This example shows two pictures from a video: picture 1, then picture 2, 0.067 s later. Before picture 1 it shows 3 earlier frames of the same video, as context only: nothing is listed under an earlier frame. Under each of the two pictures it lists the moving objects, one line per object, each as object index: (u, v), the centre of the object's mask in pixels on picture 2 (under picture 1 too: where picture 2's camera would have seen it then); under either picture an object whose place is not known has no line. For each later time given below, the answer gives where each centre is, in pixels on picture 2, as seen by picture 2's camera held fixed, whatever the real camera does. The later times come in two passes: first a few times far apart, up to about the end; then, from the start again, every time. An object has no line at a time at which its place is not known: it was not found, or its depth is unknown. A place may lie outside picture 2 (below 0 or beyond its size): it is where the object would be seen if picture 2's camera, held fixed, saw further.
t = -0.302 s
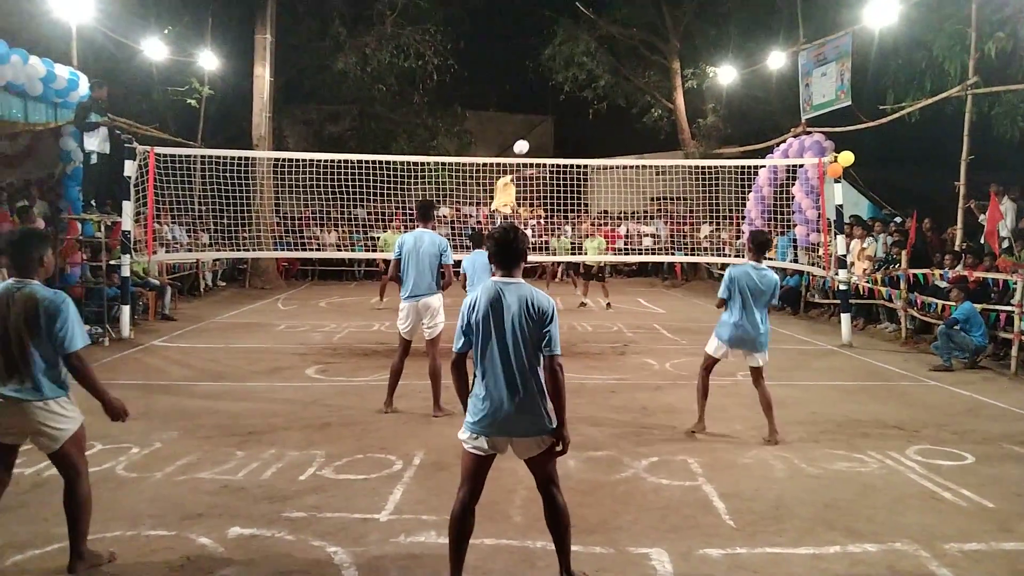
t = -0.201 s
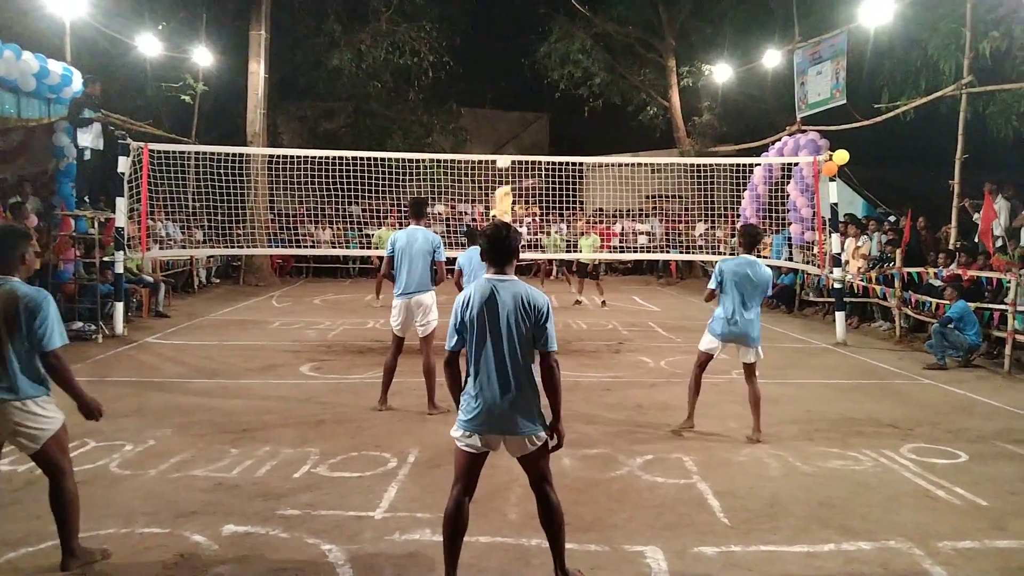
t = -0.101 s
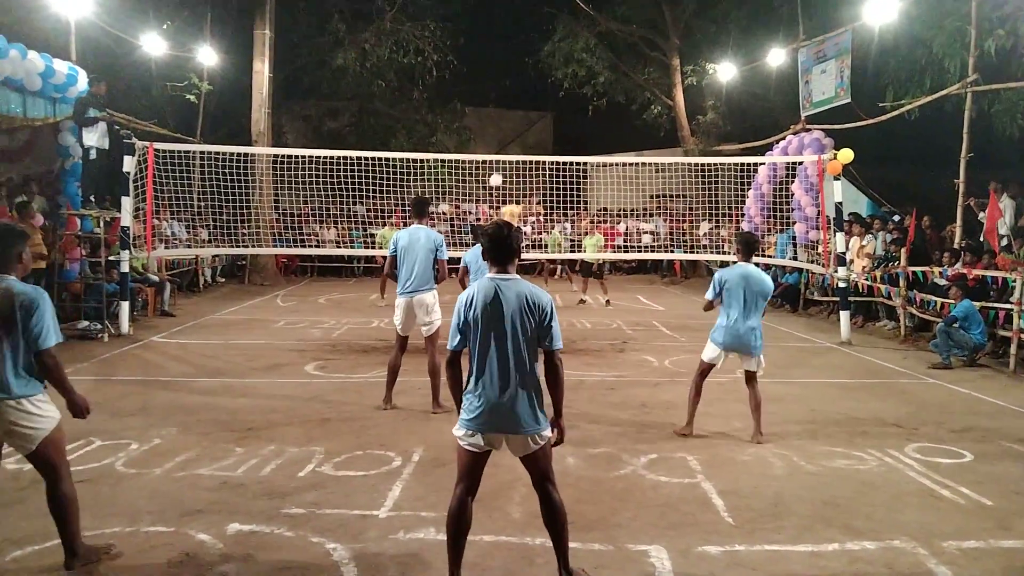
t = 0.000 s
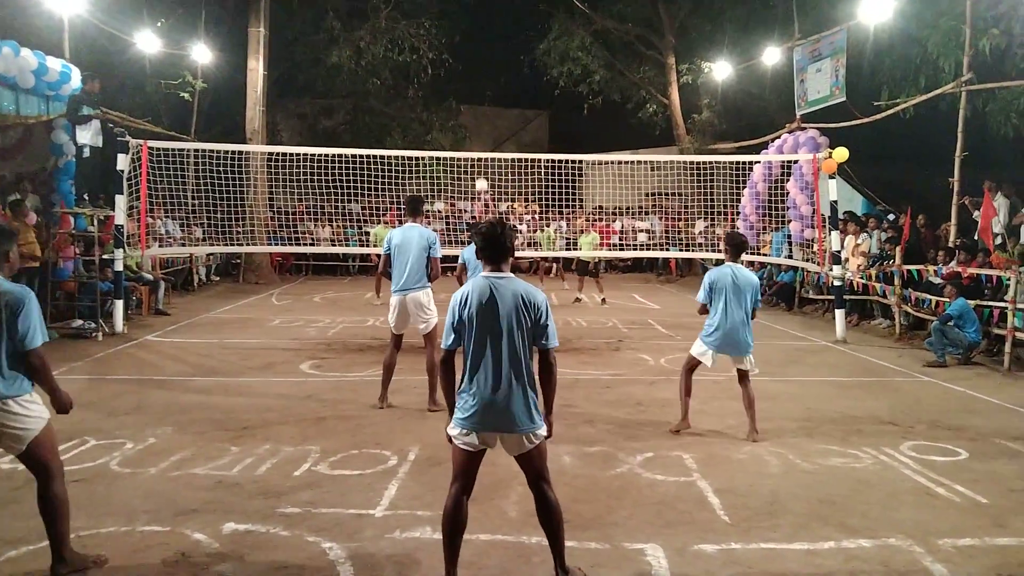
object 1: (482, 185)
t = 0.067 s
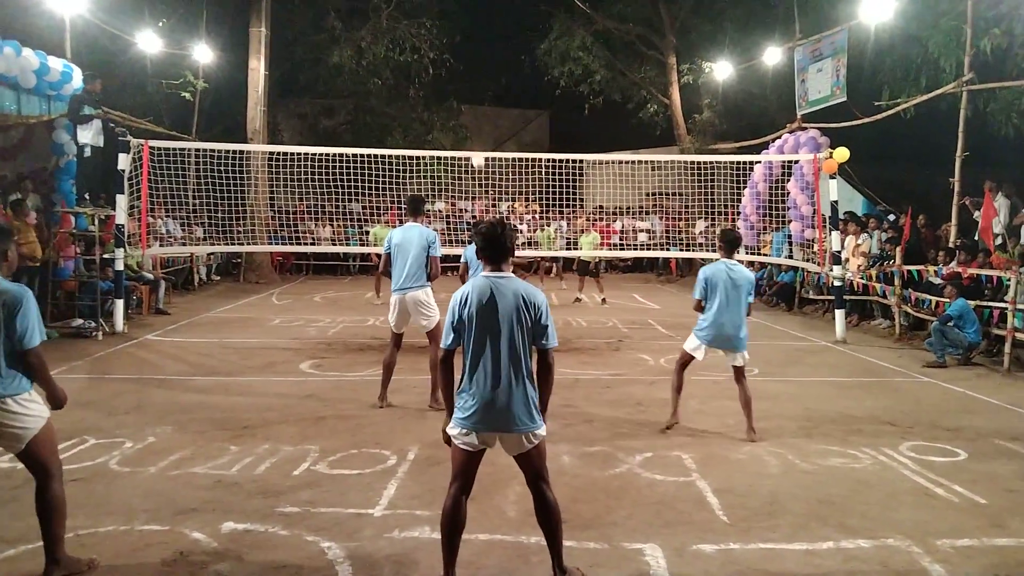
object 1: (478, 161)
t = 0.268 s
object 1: (464, 96)
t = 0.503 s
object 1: (443, 34)
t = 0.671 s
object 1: (424, 7)
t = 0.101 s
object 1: (475, 147)
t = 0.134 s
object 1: (474, 138)
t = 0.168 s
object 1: (471, 127)
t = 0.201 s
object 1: (469, 116)
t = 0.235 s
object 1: (466, 106)
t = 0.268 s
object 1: (464, 96)
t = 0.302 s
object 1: (461, 86)
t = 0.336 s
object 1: (458, 76)
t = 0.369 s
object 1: (455, 67)
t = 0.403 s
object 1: (452, 58)
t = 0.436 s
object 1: (449, 50)
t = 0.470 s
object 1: (446, 42)
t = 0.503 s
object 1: (443, 34)
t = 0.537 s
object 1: (439, 27)
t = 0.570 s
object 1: (436, 21)
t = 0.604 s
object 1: (432, 16)
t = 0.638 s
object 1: (428, 11)
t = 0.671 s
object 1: (424, 7)
